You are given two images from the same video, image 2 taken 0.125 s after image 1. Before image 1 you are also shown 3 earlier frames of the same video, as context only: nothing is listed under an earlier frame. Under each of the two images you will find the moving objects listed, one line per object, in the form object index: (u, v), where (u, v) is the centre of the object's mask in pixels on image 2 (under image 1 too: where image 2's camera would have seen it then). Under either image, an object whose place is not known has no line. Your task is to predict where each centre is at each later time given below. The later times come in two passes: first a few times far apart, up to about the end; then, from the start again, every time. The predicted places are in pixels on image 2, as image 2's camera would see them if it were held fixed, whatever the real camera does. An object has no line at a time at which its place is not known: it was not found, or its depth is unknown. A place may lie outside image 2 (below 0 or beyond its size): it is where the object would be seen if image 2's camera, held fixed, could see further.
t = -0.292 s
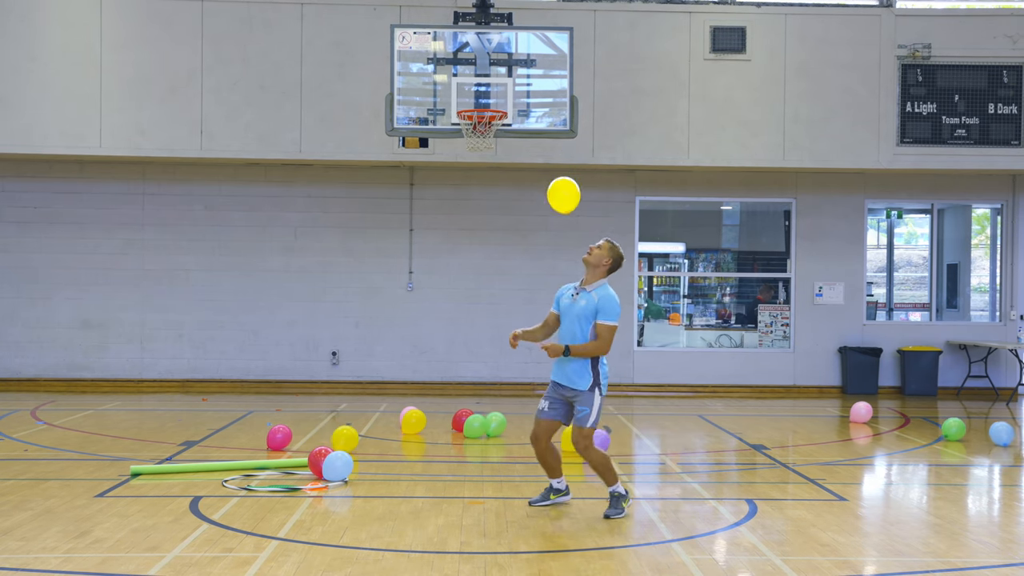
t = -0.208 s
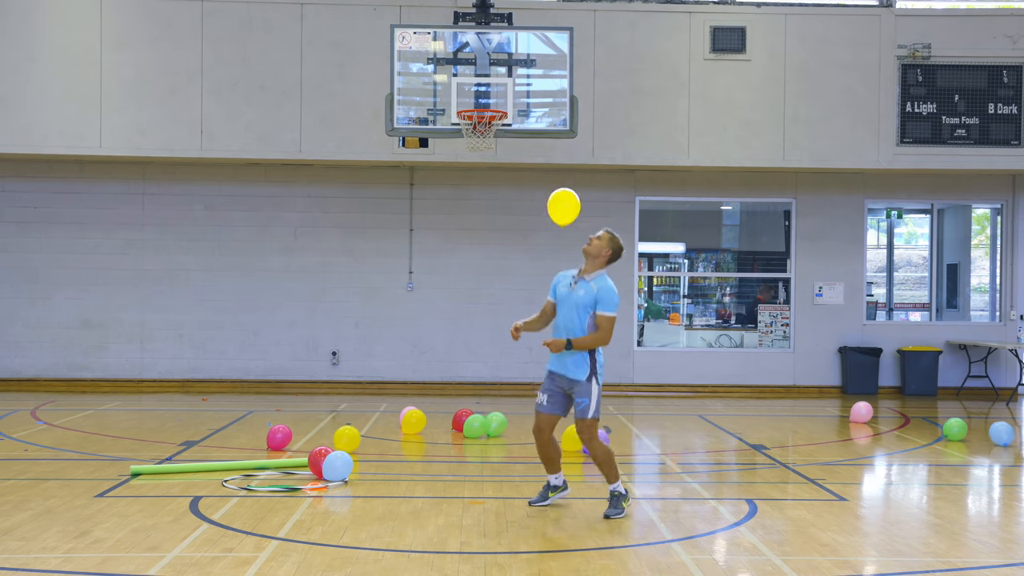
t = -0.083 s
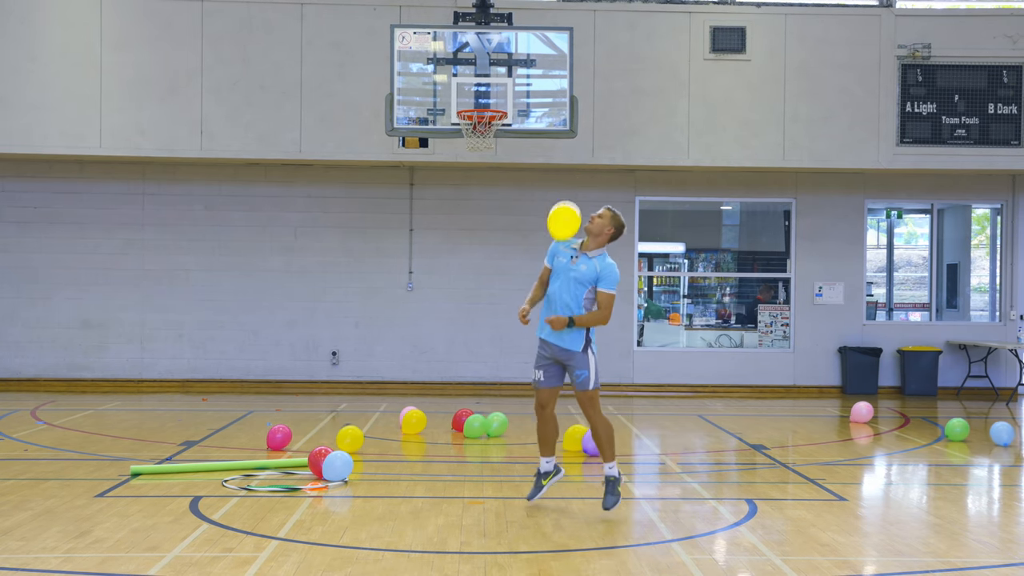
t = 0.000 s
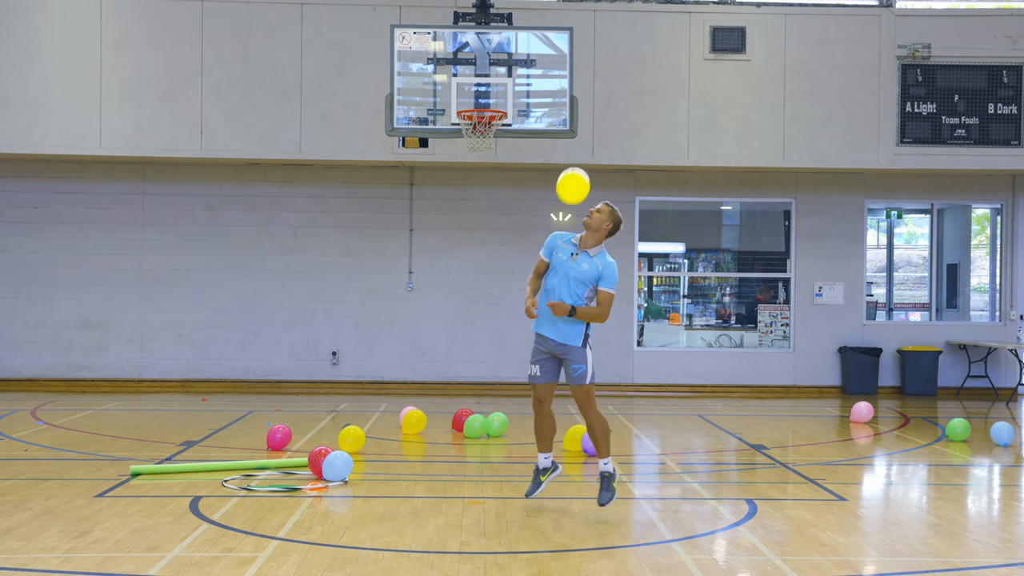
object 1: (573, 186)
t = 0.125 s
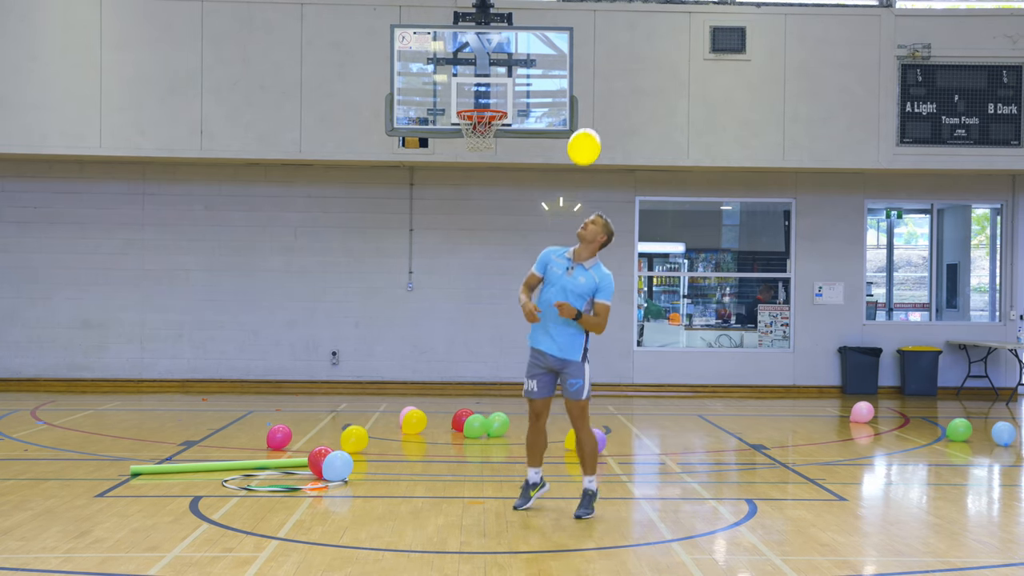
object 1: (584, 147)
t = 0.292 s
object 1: (598, 112)
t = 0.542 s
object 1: (613, 94)
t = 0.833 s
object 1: (621, 106)
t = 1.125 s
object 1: (626, 133)
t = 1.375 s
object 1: (629, 168)
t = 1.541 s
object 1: (632, 198)
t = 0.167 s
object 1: (588, 136)
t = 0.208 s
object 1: (591, 127)
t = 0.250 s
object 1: (594, 118)
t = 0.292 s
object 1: (598, 112)
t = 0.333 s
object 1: (601, 106)
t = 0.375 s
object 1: (604, 101)
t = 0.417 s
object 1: (606, 98)
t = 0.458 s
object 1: (608, 96)
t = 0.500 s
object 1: (611, 95)
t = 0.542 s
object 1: (613, 94)
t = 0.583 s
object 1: (614, 95)
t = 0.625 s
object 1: (616, 96)
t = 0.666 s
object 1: (617, 97)
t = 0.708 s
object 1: (618, 99)
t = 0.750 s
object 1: (619, 101)
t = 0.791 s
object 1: (620, 104)
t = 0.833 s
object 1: (621, 106)
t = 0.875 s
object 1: (622, 109)
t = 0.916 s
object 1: (623, 112)
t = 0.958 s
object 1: (624, 116)
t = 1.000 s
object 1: (624, 119)
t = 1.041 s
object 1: (625, 123)
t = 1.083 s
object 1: (626, 128)
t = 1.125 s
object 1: (626, 133)
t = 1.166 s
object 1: (627, 138)
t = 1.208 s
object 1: (628, 143)
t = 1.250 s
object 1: (628, 149)
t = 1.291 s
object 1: (629, 155)
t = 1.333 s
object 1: (629, 161)
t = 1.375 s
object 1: (629, 168)
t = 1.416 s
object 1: (630, 176)
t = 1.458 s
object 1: (630, 183)
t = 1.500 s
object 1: (631, 190)
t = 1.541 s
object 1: (632, 198)
